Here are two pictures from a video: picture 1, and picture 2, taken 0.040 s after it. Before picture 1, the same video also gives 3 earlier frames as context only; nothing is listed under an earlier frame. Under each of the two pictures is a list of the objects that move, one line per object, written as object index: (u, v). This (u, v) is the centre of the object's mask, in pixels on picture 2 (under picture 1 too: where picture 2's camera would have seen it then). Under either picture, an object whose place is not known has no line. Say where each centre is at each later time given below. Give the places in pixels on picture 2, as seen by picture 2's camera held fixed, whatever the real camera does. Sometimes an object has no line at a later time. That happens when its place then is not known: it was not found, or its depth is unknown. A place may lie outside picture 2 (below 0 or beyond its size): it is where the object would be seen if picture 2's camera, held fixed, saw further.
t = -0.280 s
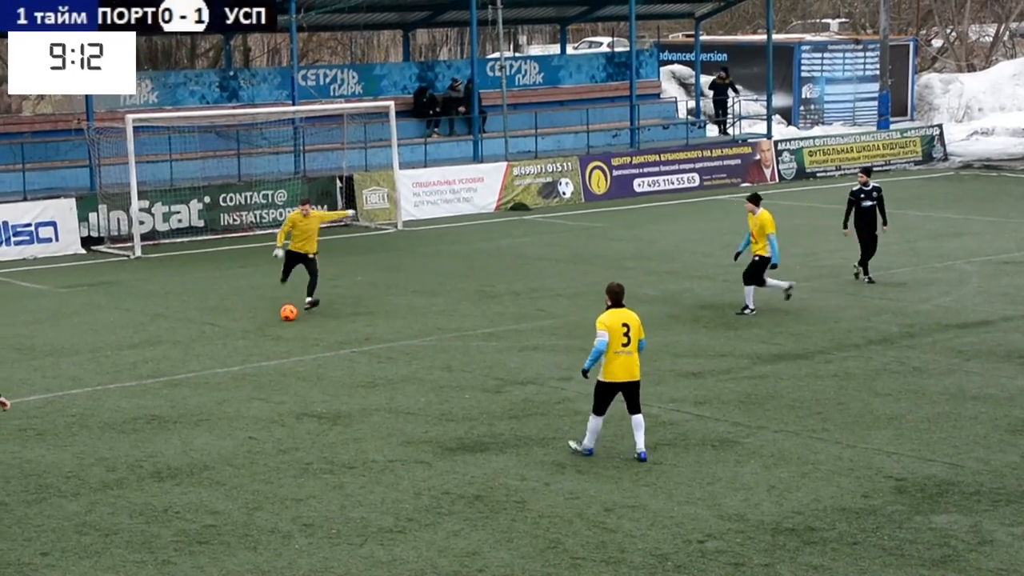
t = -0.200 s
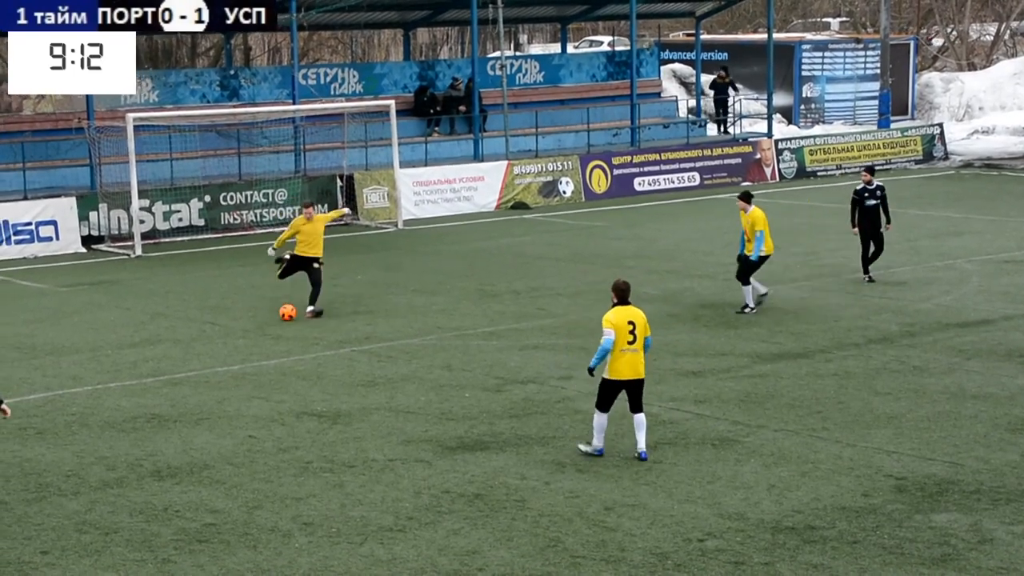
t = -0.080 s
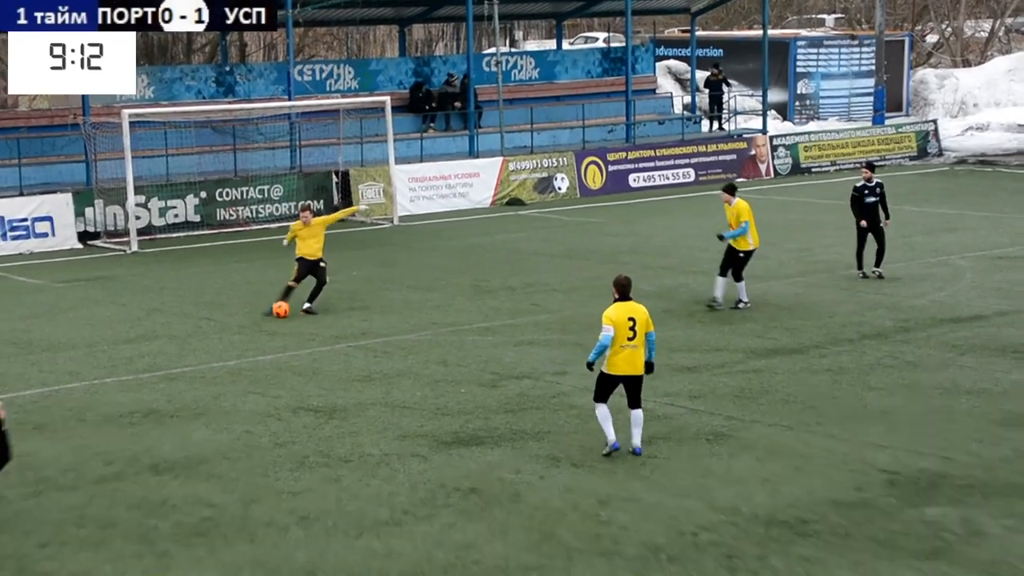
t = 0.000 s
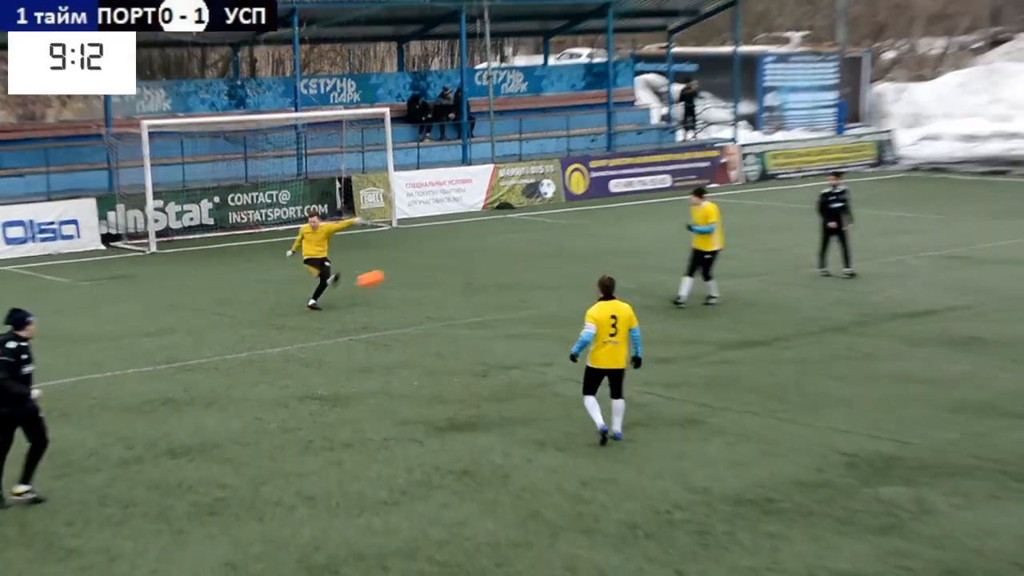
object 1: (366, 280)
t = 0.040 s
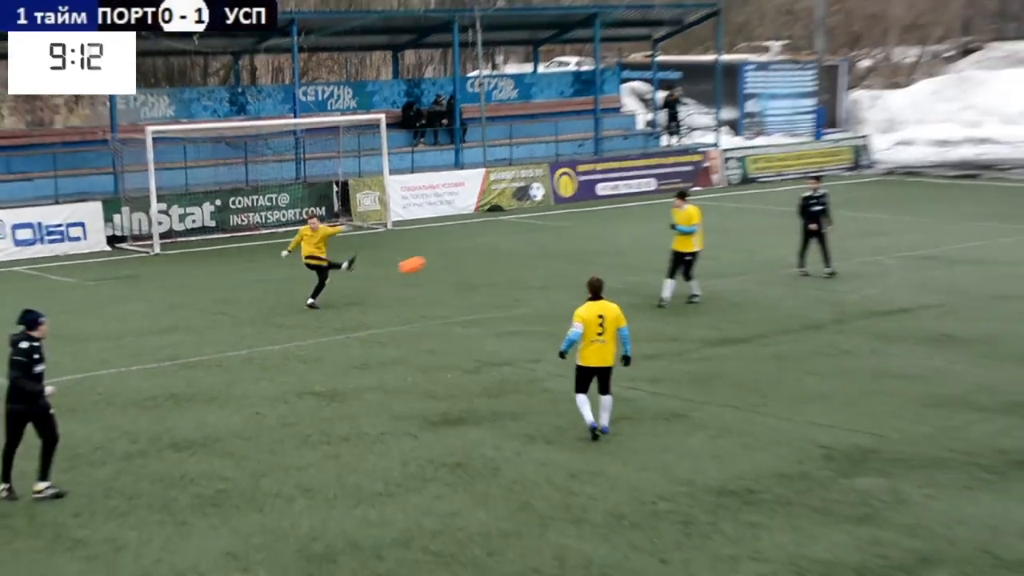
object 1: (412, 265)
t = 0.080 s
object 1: (458, 251)
